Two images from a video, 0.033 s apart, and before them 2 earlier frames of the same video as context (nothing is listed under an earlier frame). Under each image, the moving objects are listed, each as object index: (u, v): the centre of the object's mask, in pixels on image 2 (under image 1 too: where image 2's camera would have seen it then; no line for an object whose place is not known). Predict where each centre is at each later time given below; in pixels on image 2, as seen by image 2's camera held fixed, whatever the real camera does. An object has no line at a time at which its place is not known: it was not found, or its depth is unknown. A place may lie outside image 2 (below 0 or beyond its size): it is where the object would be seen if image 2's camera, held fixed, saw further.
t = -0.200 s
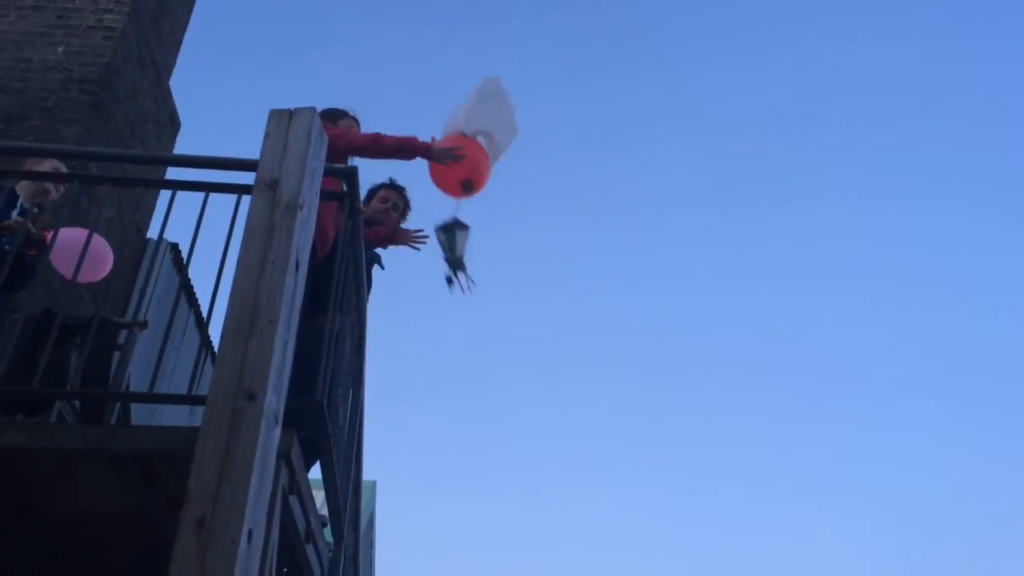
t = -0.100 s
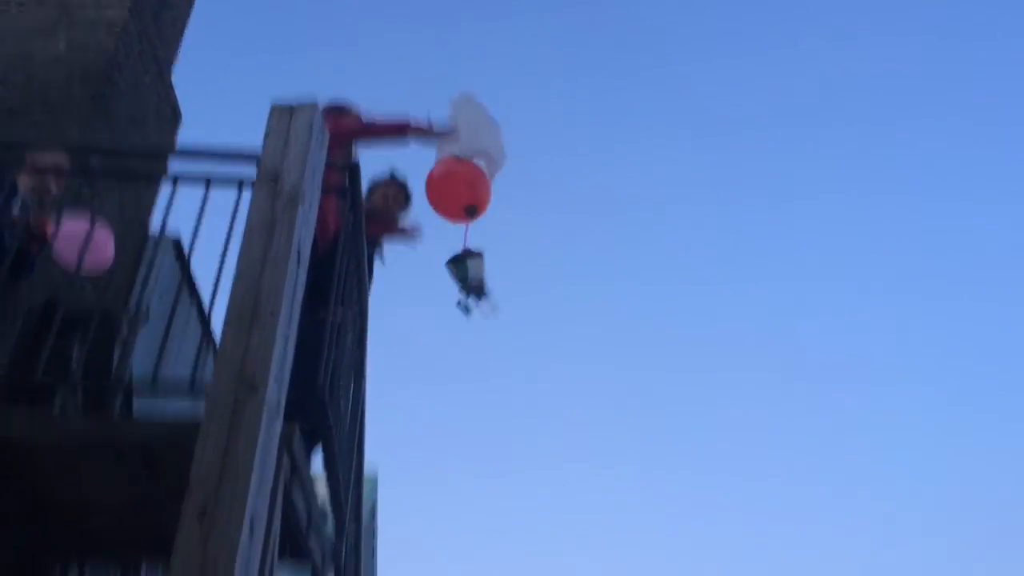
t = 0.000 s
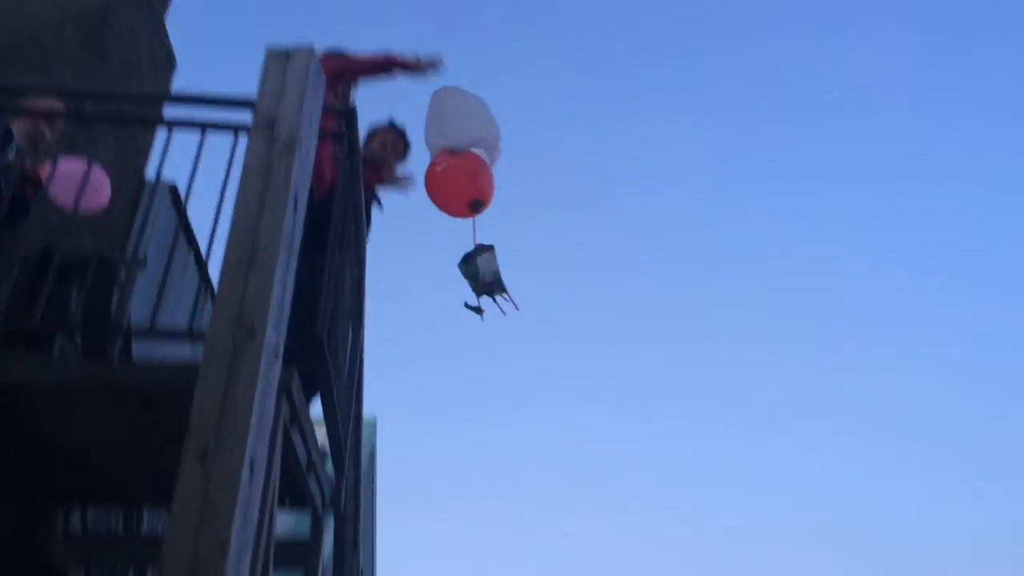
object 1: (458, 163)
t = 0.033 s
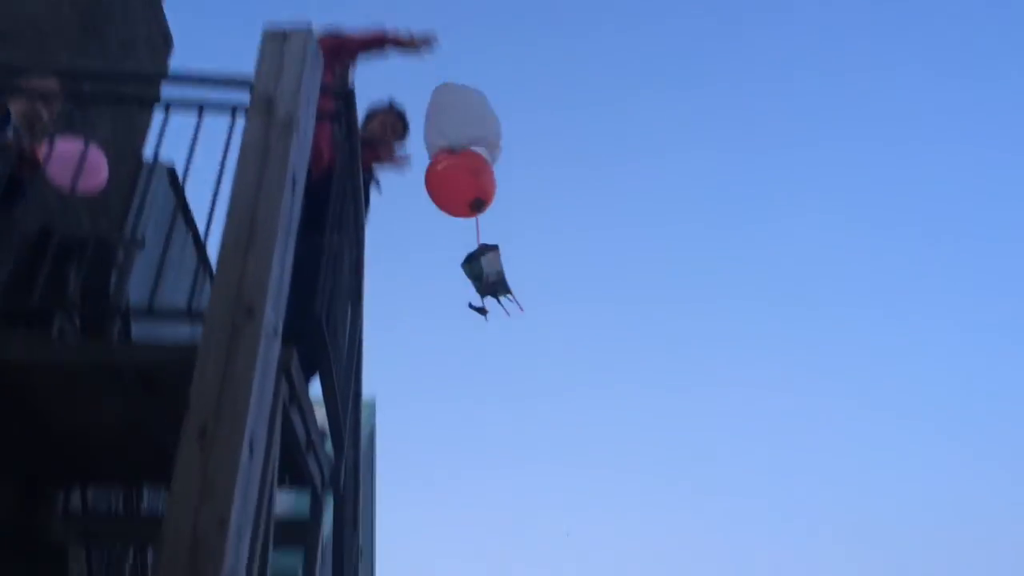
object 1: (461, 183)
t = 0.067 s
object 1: (464, 204)
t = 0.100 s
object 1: (466, 226)
